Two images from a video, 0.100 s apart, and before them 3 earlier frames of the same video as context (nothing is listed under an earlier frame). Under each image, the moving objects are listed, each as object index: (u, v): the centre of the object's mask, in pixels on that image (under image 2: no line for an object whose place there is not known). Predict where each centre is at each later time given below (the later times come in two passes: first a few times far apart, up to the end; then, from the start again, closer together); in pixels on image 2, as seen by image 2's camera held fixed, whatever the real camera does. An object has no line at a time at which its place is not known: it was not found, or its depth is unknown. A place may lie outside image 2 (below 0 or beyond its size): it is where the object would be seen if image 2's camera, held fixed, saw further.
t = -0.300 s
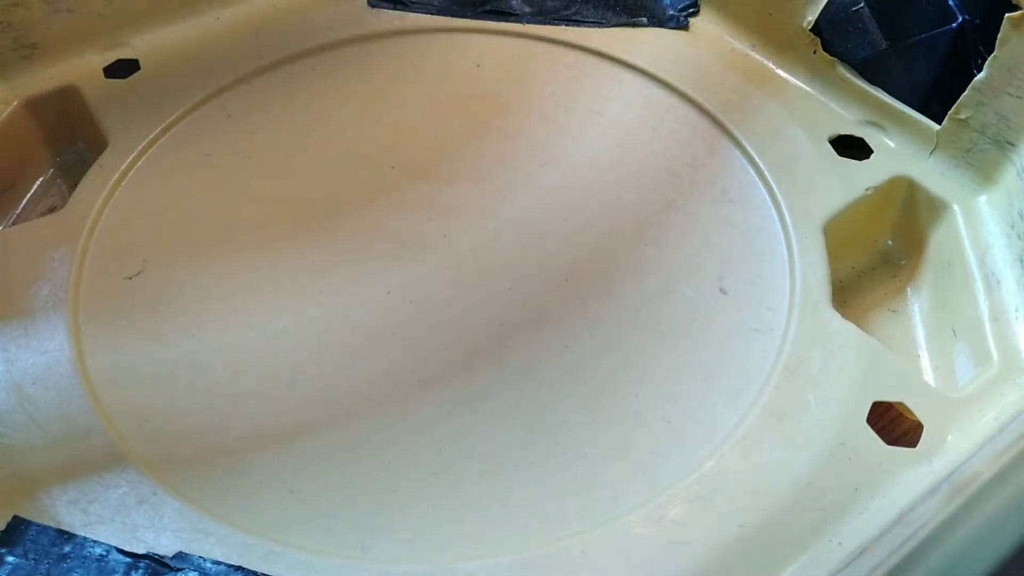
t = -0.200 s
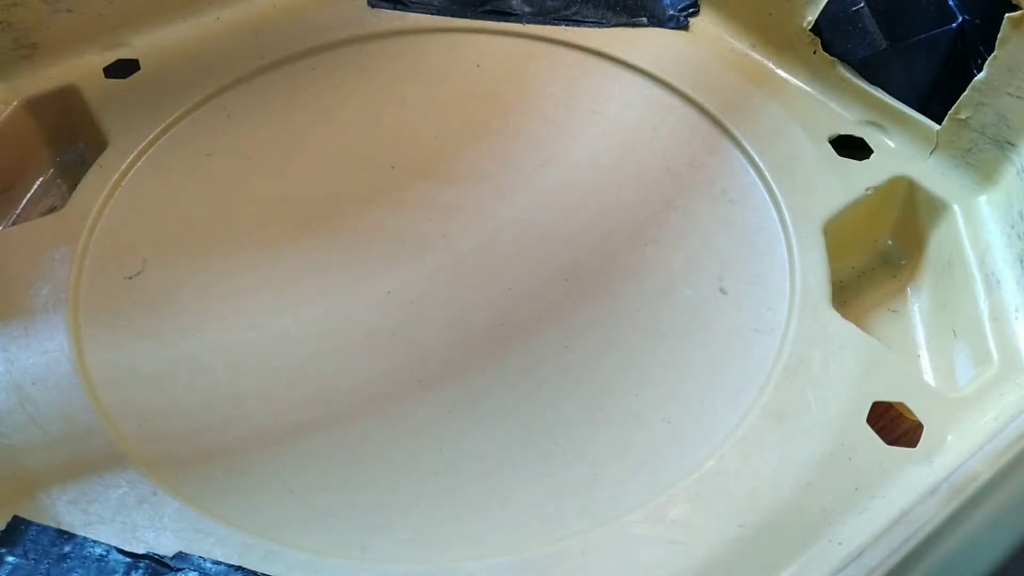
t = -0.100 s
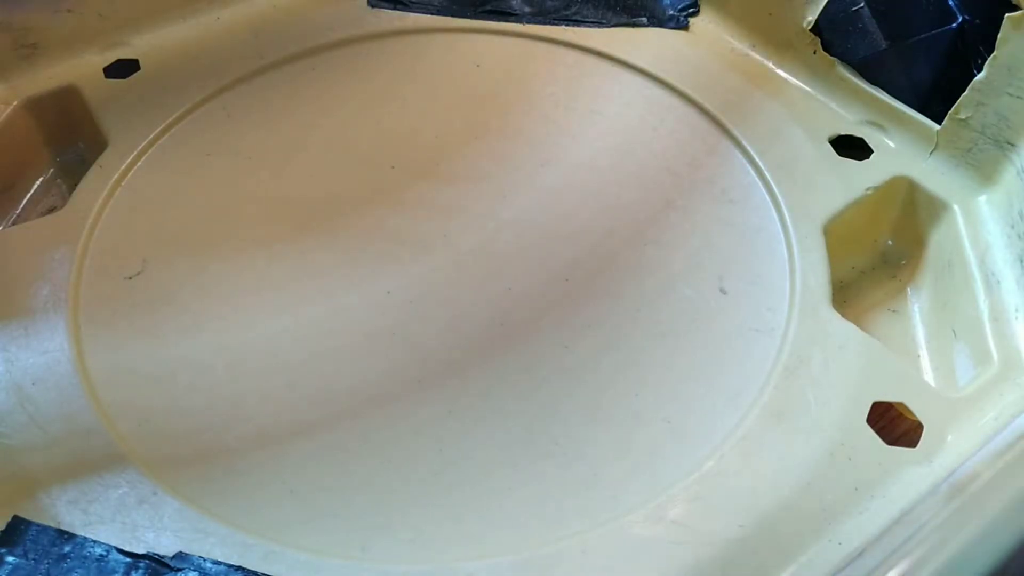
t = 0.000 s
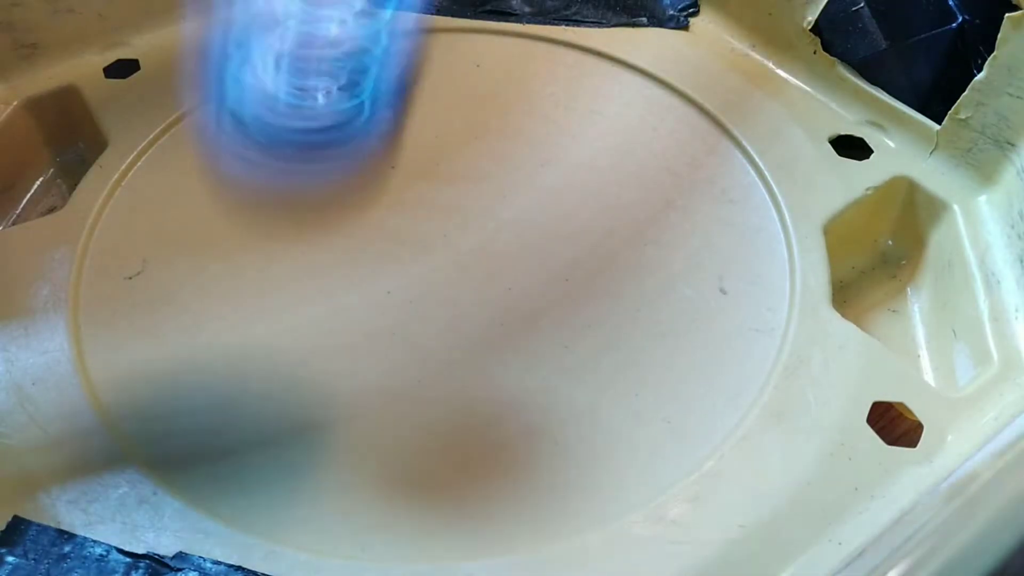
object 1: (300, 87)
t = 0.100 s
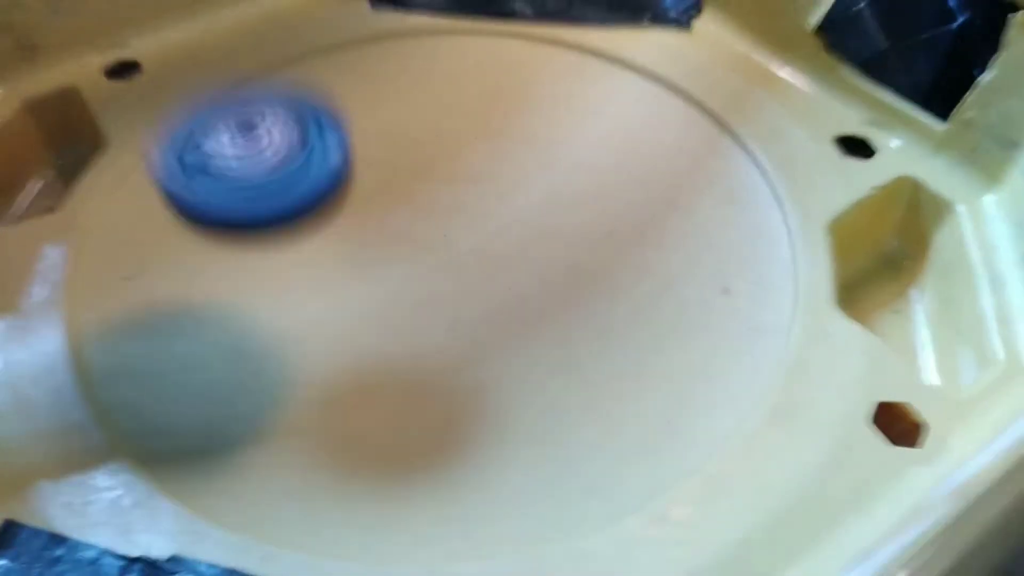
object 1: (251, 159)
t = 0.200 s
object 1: (259, 141)
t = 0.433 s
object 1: (374, 173)
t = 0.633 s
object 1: (467, 181)
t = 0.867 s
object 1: (496, 253)
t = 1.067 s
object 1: (439, 296)
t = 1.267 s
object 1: (376, 282)
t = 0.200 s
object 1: (259, 141)
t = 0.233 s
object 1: (278, 191)
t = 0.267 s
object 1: (290, 196)
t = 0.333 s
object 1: (319, 178)
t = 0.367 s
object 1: (338, 182)
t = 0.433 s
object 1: (374, 173)
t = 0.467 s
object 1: (391, 166)
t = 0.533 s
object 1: (425, 165)
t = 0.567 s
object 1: (439, 168)
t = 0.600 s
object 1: (454, 174)
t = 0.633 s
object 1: (467, 181)
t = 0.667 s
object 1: (478, 190)
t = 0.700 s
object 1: (488, 199)
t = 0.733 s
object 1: (495, 210)
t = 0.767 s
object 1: (499, 221)
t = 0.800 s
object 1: (500, 232)
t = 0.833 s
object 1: (499, 242)
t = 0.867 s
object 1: (496, 253)
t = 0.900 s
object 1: (490, 264)
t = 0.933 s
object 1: (482, 273)
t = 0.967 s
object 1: (473, 280)
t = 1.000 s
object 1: (462, 287)
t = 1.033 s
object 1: (451, 292)
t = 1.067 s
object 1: (439, 296)
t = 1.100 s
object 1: (426, 297)
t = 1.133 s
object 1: (414, 297)
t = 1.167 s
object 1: (402, 296)
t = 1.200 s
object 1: (392, 292)
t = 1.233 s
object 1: (383, 287)
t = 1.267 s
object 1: (376, 282)
